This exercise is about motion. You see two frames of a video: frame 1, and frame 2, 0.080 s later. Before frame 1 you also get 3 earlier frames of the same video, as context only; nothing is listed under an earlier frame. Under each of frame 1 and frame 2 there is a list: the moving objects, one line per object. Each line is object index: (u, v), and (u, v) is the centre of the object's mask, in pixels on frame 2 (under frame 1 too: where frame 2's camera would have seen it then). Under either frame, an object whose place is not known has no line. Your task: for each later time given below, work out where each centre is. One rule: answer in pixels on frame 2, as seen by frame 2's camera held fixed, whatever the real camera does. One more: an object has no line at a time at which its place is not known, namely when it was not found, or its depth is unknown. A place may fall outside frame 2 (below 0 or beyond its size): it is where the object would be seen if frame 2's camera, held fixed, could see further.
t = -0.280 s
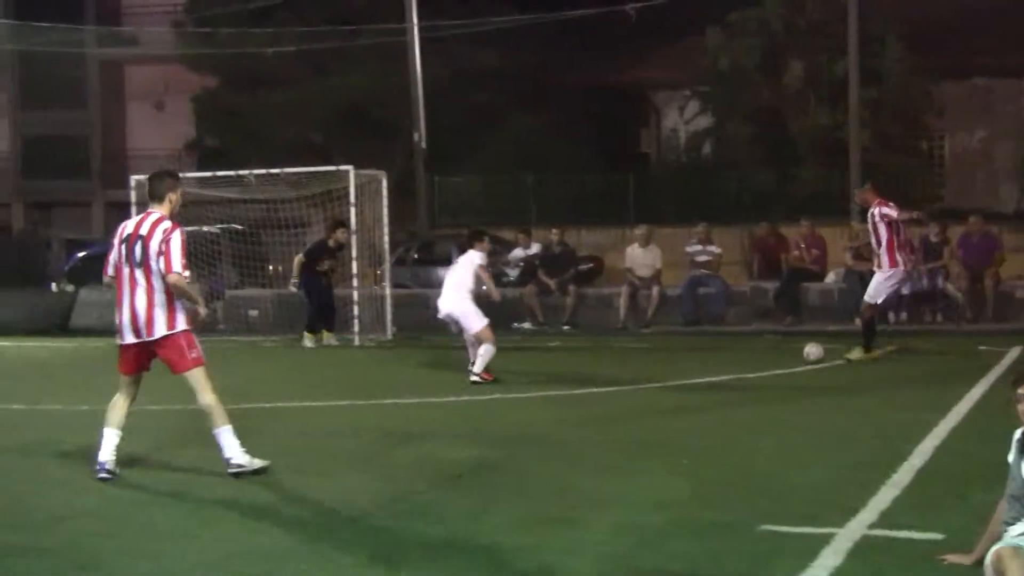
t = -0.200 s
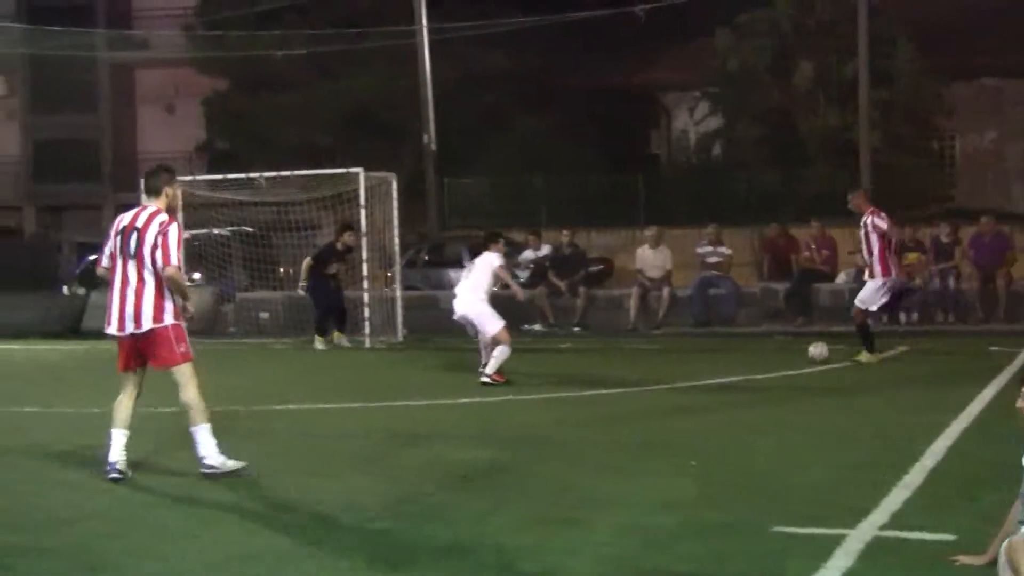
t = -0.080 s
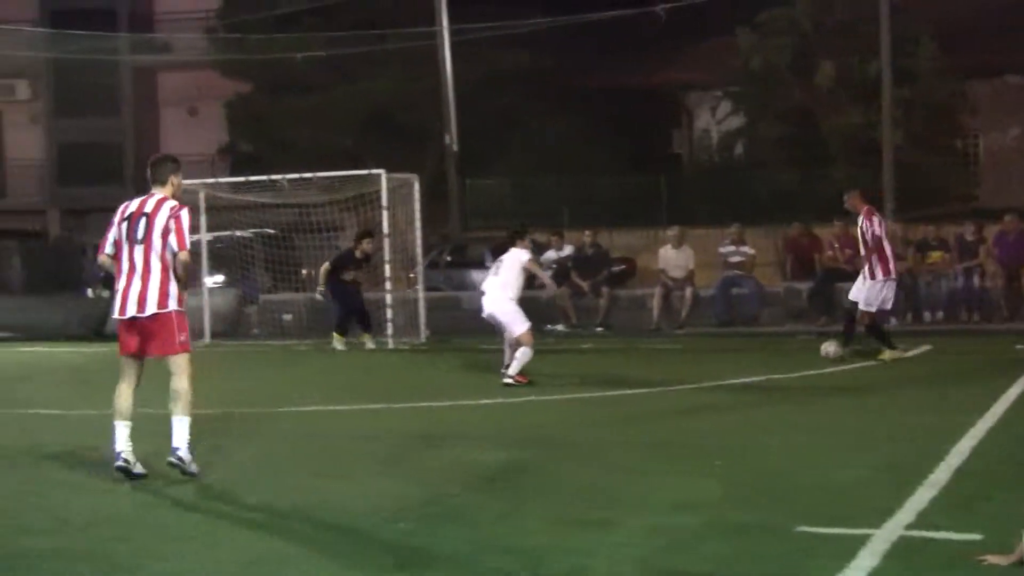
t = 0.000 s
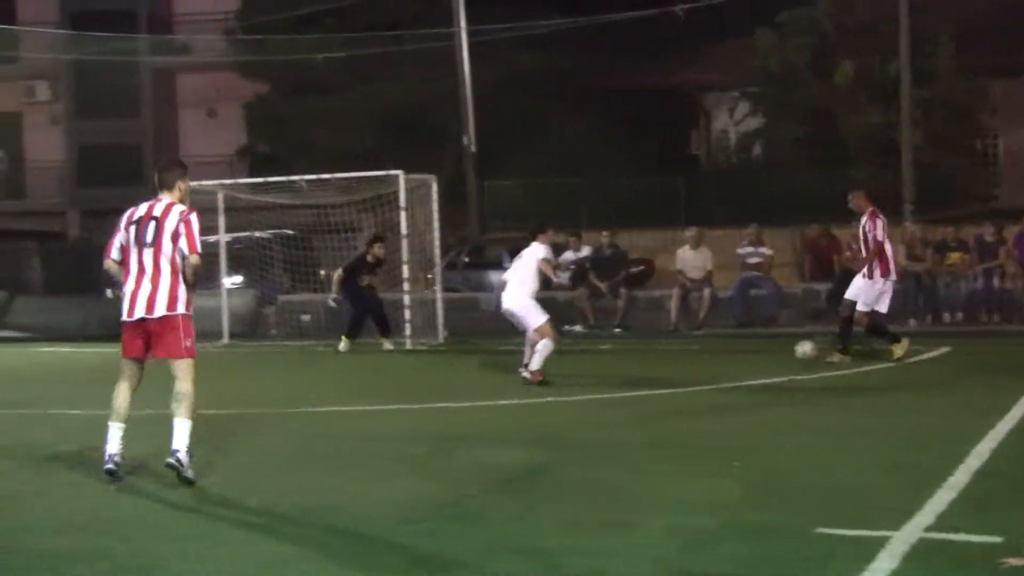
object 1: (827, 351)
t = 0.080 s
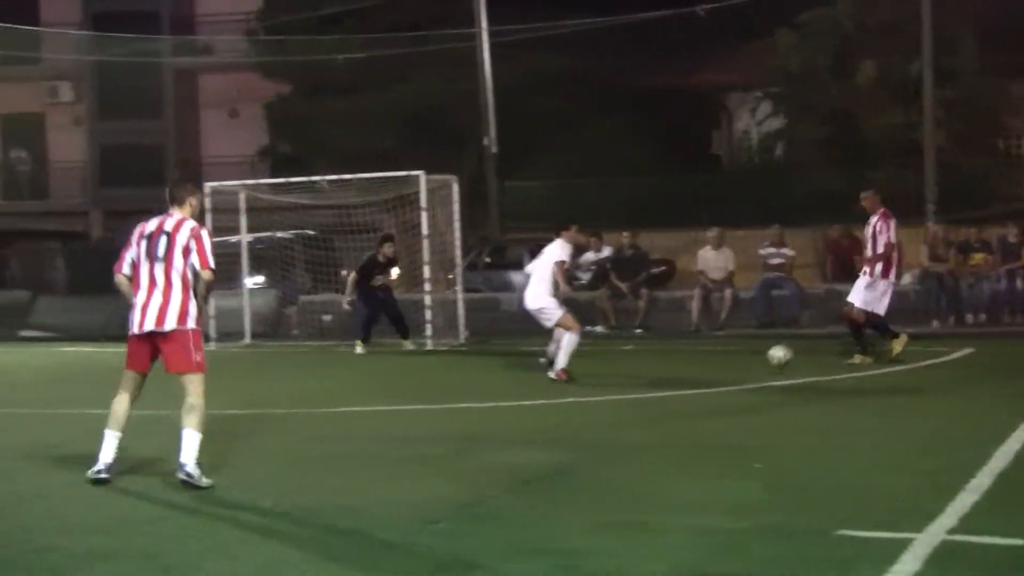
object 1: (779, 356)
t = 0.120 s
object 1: (756, 360)
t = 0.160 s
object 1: (731, 367)
